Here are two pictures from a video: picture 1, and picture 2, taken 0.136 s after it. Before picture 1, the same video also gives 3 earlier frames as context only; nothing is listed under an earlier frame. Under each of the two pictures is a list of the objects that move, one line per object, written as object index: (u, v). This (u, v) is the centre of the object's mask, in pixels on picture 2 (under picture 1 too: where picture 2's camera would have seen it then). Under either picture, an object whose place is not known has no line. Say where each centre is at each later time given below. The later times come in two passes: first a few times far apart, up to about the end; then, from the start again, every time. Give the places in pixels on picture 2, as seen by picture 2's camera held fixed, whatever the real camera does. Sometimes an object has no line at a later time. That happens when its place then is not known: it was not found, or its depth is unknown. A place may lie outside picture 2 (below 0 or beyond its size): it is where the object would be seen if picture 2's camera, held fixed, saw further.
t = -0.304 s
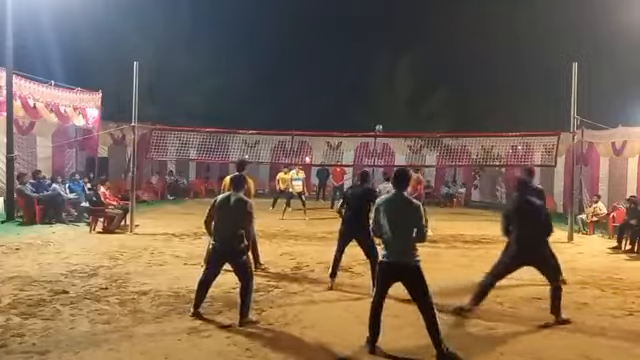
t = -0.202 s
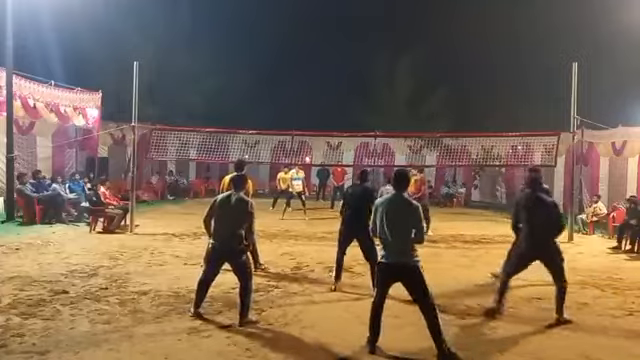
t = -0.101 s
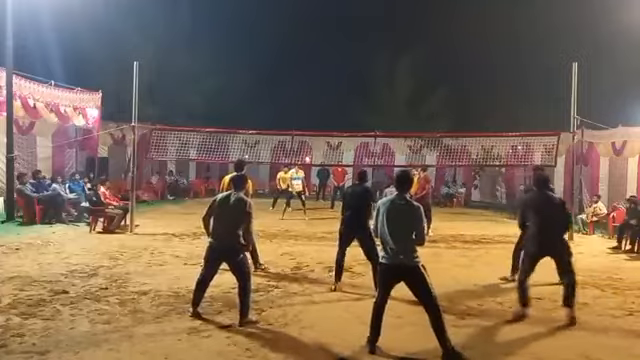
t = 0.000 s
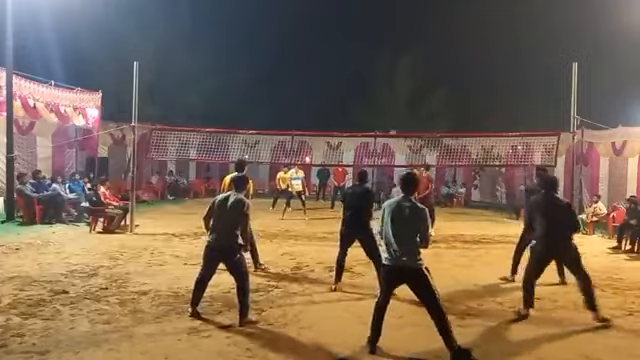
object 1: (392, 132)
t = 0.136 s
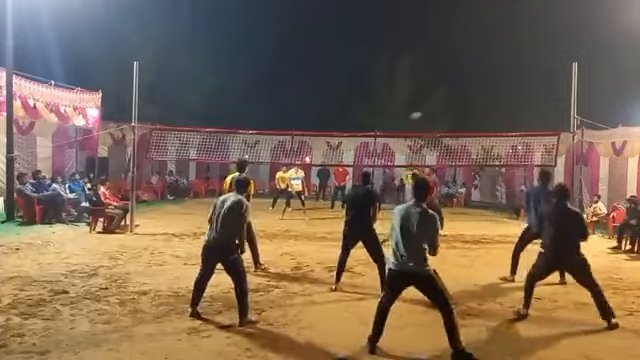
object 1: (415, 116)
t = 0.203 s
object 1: (429, 108)
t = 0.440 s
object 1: (495, 92)
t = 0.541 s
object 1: (538, 94)
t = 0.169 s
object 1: (422, 111)
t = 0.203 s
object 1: (429, 108)
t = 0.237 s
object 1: (437, 104)
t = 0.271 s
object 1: (444, 101)
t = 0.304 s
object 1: (454, 98)
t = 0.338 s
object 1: (462, 96)
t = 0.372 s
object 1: (472, 95)
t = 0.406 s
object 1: (484, 93)
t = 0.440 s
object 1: (495, 92)
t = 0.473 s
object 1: (508, 92)
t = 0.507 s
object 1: (521, 93)
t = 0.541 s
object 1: (538, 94)
